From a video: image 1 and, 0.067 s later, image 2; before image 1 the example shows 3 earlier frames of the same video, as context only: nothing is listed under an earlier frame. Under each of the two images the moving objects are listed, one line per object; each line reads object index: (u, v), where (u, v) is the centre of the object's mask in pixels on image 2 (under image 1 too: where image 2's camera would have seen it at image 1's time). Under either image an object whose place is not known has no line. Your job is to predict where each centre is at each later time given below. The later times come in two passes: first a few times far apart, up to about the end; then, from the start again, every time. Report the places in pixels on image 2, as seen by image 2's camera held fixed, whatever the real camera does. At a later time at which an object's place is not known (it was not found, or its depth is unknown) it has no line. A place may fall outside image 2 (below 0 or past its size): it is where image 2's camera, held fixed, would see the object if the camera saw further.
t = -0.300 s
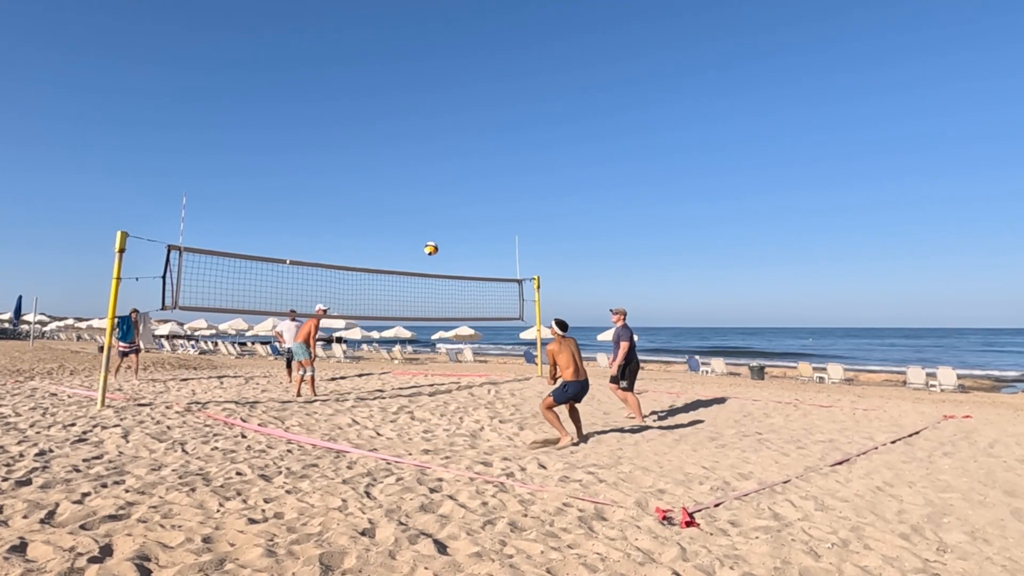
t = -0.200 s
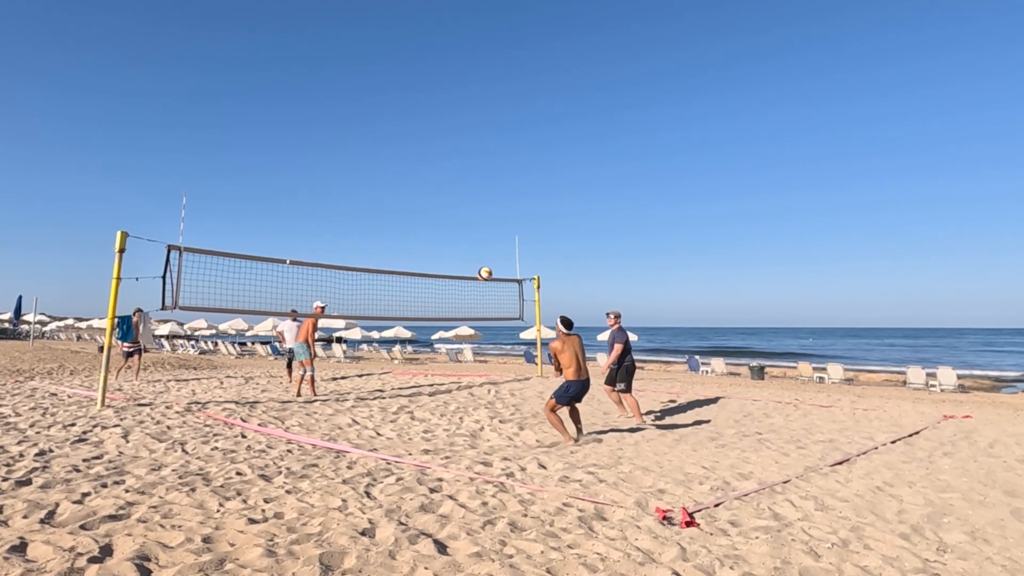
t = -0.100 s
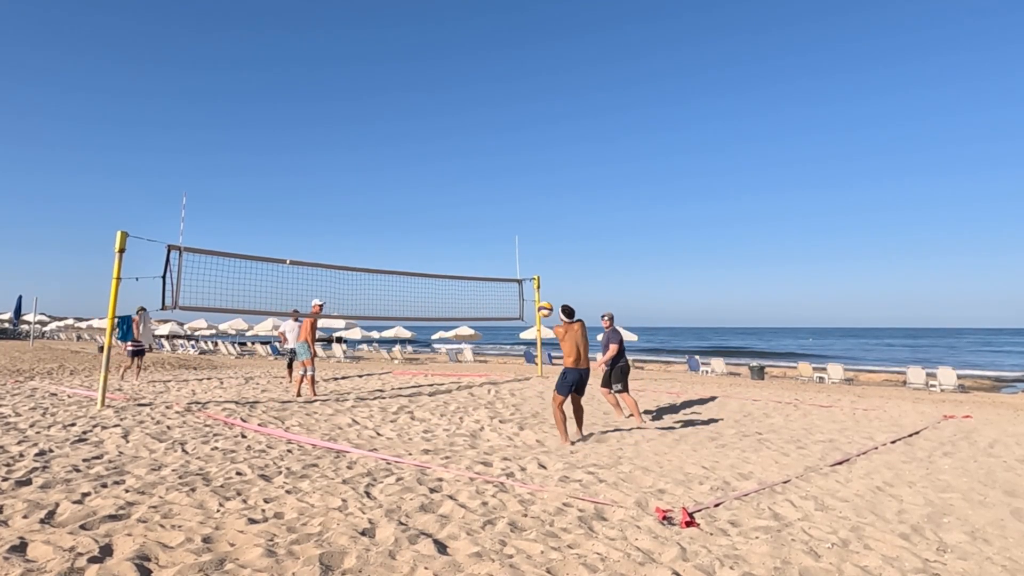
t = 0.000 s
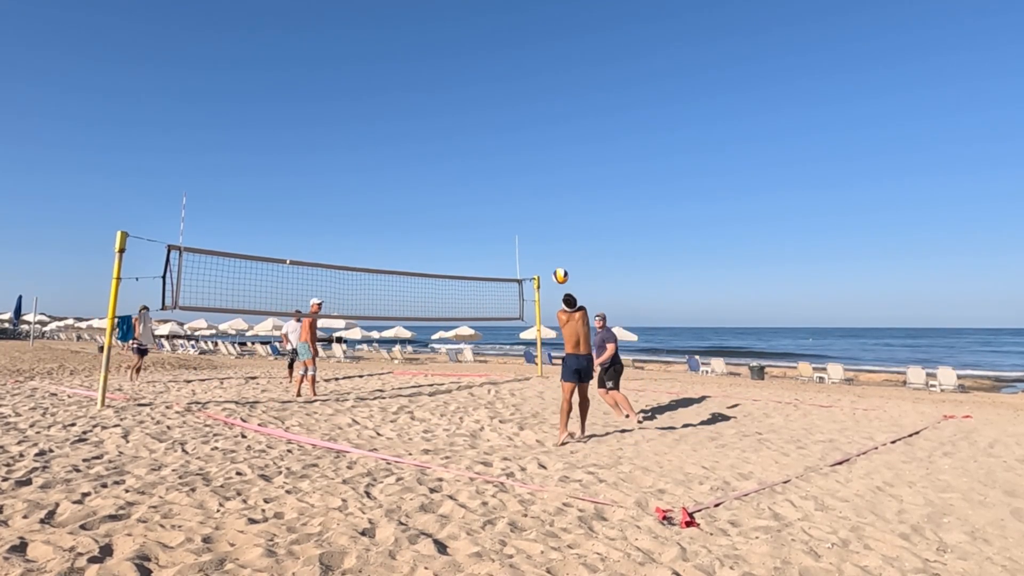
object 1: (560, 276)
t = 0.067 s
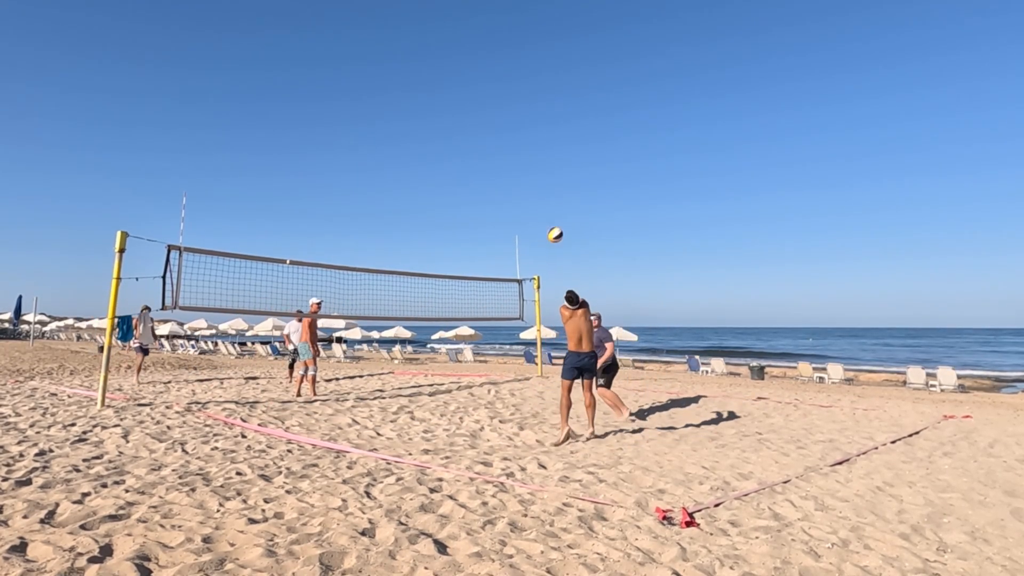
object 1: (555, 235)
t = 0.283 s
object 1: (539, 134)
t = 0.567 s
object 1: (526, 63)
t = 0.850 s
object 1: (516, 48)
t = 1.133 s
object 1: (508, 79)
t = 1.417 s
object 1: (502, 151)
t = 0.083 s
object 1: (553, 225)
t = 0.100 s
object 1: (552, 216)
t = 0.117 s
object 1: (551, 207)
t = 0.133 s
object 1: (550, 198)
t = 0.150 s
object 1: (548, 190)
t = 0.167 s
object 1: (547, 182)
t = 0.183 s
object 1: (546, 174)
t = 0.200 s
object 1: (545, 167)
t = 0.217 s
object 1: (544, 160)
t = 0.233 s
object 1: (542, 153)
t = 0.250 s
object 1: (542, 146)
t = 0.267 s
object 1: (540, 140)
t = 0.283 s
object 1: (539, 134)
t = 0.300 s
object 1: (538, 128)
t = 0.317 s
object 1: (537, 122)
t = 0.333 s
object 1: (537, 117)
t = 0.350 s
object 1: (536, 111)
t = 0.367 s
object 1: (535, 106)
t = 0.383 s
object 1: (534, 102)
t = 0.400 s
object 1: (533, 97)
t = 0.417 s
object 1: (532, 92)
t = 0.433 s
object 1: (531, 88)
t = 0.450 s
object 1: (530, 85)
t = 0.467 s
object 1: (529, 81)
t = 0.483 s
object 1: (529, 77)
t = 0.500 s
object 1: (529, 74)
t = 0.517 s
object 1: (528, 71)
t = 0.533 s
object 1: (527, 69)
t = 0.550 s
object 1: (526, 65)
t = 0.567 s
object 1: (526, 63)
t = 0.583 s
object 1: (525, 61)
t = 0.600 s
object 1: (524, 59)
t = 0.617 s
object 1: (524, 57)
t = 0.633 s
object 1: (523, 55)
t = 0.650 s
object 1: (523, 53)
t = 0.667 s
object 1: (522, 52)
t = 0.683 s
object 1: (521, 51)
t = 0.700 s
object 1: (521, 50)
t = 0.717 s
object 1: (520, 49)
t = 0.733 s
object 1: (519, 48)
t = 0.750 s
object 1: (519, 48)
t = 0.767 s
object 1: (518, 47)
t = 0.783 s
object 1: (518, 47)
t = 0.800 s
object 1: (518, 47)
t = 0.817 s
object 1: (517, 48)
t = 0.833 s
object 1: (516, 48)
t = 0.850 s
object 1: (516, 48)
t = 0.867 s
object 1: (515, 48)
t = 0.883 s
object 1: (515, 49)
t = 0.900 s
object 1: (514, 50)
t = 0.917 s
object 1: (514, 51)
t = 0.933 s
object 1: (513, 53)
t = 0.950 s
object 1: (513, 54)
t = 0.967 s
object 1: (513, 56)
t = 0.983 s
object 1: (512, 57)
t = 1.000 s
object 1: (511, 59)
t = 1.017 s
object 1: (511, 61)
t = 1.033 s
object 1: (510, 63)
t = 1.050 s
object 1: (510, 65)
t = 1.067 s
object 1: (510, 68)
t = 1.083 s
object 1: (509, 70)
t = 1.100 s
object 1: (509, 73)
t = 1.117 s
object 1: (508, 76)
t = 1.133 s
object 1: (508, 79)
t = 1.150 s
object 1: (508, 82)
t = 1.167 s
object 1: (507, 85)
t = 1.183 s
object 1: (507, 89)
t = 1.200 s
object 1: (506, 92)
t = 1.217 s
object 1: (506, 96)
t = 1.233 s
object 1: (506, 100)
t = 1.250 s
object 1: (506, 104)
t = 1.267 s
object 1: (505, 108)
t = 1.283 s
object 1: (505, 112)
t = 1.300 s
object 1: (504, 116)
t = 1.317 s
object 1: (504, 121)
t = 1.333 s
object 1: (504, 126)
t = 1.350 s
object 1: (503, 130)
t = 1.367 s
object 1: (503, 135)
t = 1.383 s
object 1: (503, 140)
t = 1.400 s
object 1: (502, 146)
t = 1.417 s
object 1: (502, 151)
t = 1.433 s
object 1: (502, 156)
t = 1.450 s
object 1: (501, 162)
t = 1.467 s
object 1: (501, 167)
